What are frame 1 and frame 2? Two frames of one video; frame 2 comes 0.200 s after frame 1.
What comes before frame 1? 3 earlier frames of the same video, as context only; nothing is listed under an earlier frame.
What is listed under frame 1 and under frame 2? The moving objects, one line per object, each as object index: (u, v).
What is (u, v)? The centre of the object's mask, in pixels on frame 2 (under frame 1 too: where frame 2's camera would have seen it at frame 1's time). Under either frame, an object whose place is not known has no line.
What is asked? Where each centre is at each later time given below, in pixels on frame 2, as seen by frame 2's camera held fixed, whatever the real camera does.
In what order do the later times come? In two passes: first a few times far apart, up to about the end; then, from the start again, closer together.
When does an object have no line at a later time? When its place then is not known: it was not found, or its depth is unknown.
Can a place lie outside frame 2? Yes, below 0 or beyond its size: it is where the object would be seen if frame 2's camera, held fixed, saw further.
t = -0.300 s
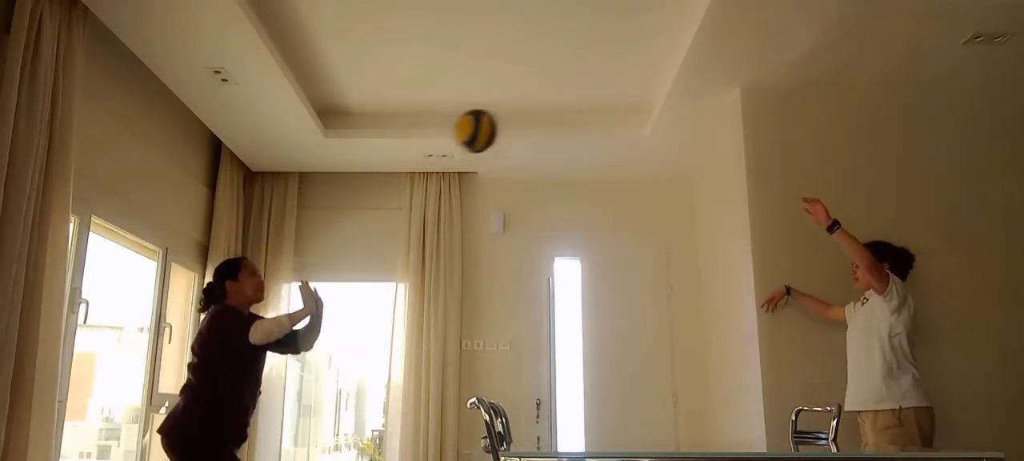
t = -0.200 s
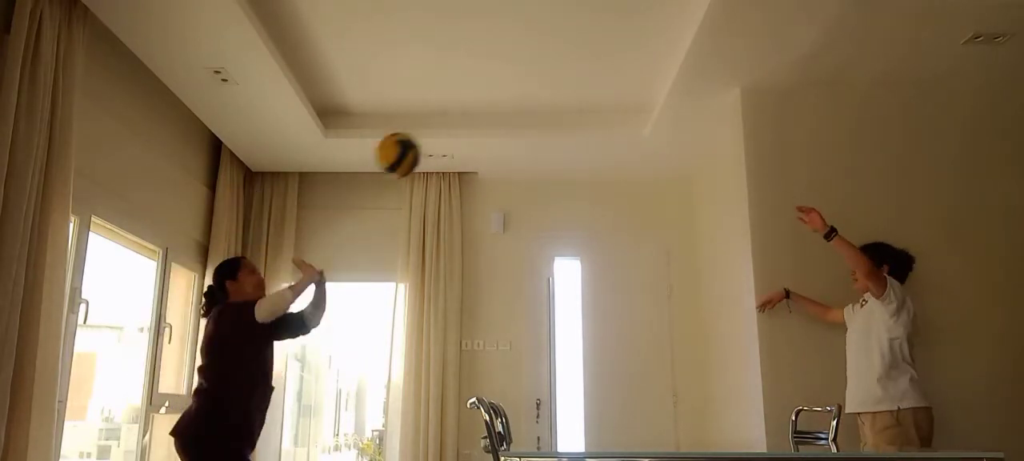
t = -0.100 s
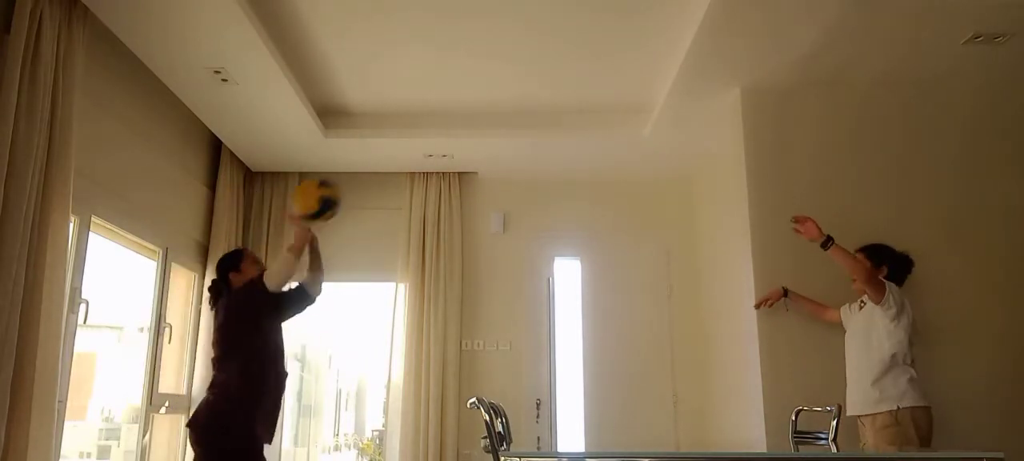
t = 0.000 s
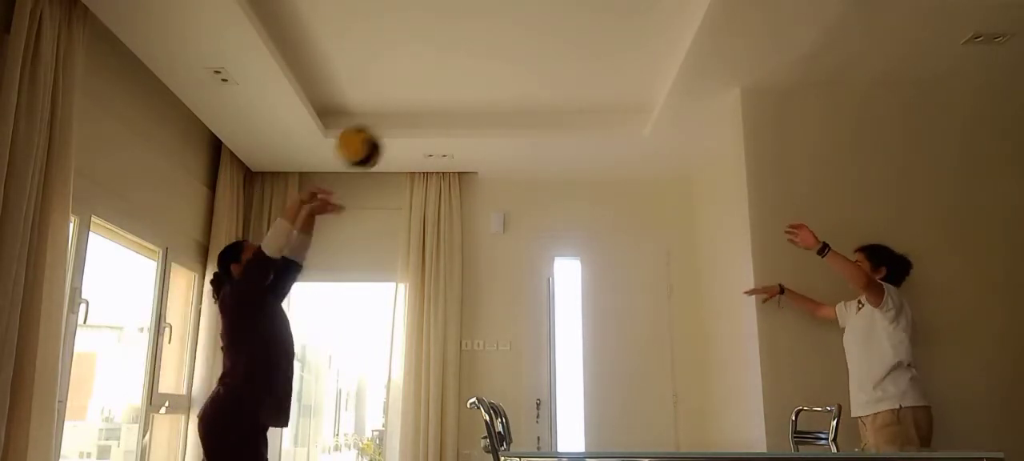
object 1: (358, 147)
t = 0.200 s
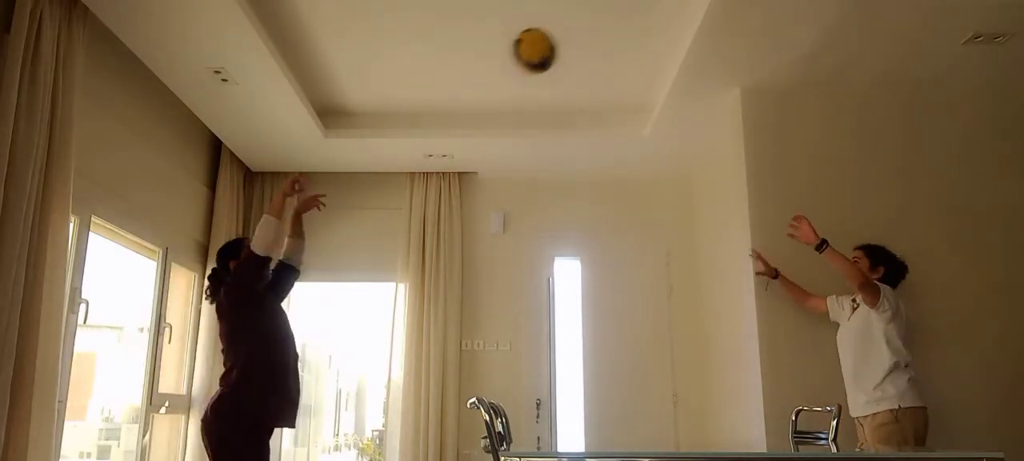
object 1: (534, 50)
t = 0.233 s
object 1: (563, 41)
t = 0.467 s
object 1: (775, 38)
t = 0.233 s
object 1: (563, 41)
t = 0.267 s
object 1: (593, 35)
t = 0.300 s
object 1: (622, 30)
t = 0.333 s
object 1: (652, 27)
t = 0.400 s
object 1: (713, 28)
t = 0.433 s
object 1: (744, 32)
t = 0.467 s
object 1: (775, 38)
